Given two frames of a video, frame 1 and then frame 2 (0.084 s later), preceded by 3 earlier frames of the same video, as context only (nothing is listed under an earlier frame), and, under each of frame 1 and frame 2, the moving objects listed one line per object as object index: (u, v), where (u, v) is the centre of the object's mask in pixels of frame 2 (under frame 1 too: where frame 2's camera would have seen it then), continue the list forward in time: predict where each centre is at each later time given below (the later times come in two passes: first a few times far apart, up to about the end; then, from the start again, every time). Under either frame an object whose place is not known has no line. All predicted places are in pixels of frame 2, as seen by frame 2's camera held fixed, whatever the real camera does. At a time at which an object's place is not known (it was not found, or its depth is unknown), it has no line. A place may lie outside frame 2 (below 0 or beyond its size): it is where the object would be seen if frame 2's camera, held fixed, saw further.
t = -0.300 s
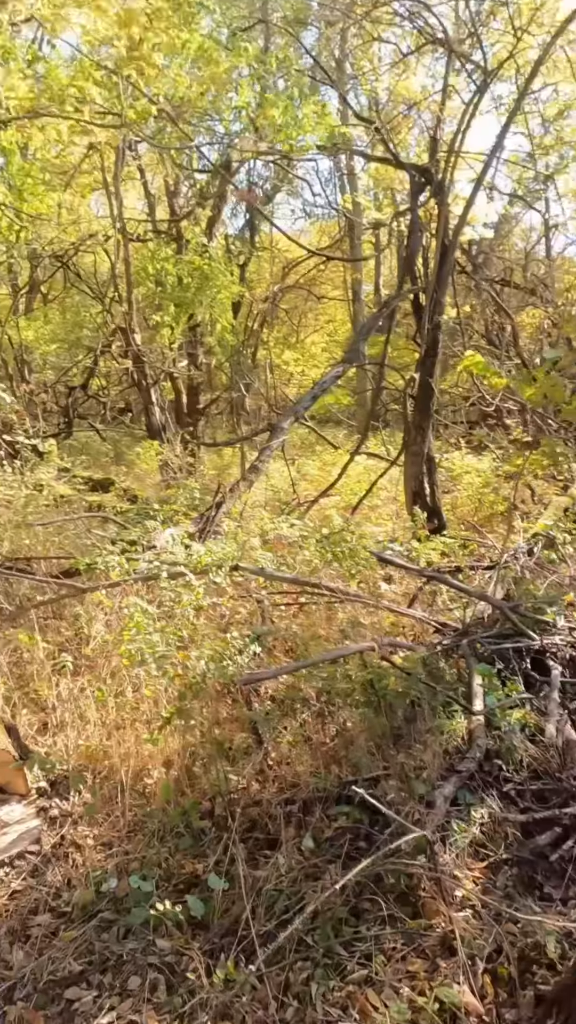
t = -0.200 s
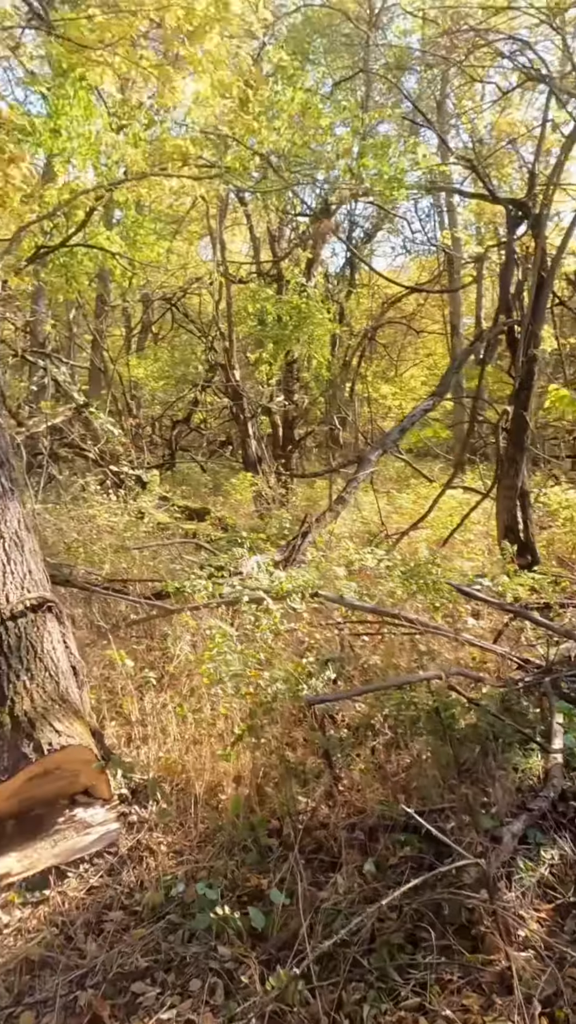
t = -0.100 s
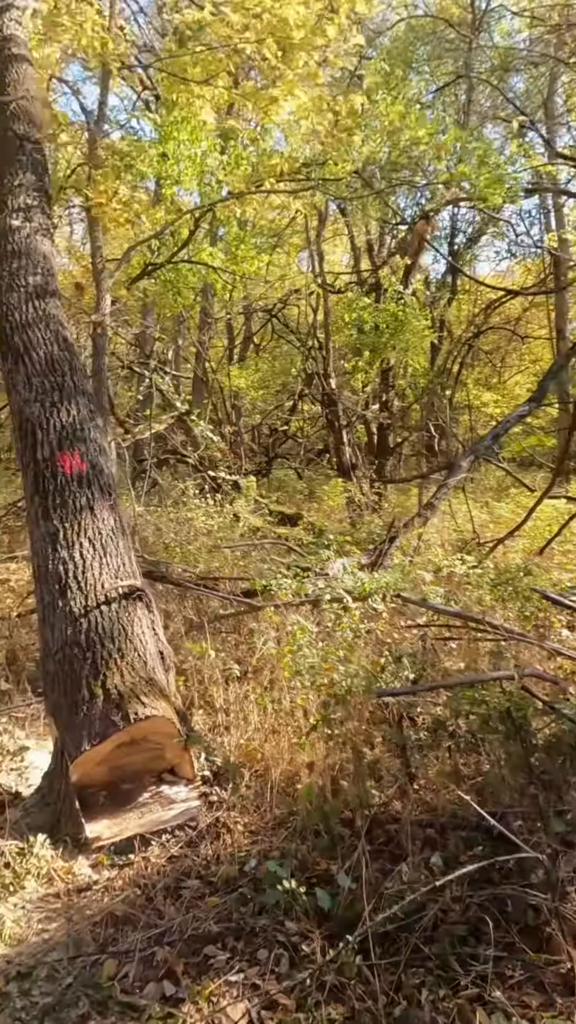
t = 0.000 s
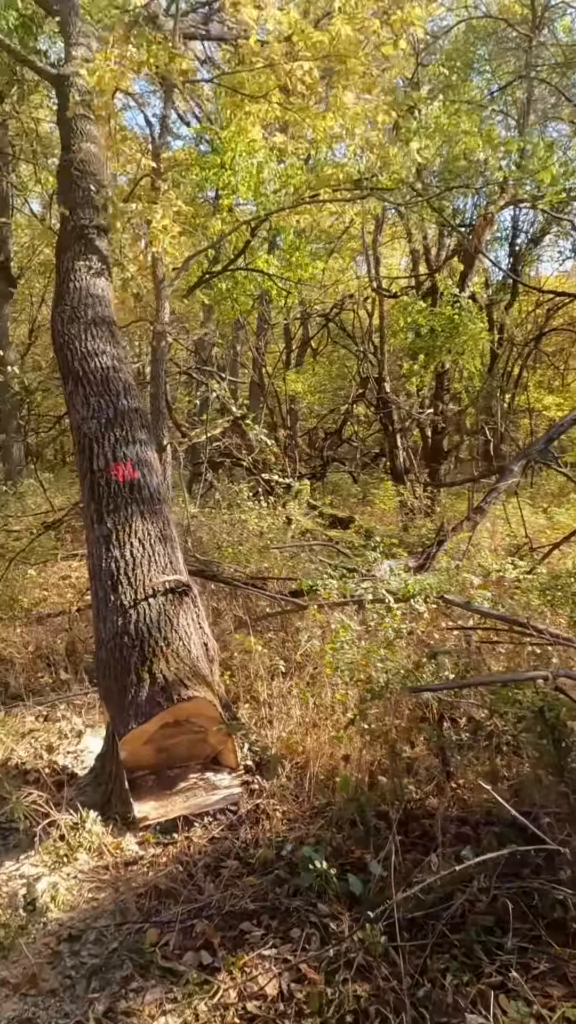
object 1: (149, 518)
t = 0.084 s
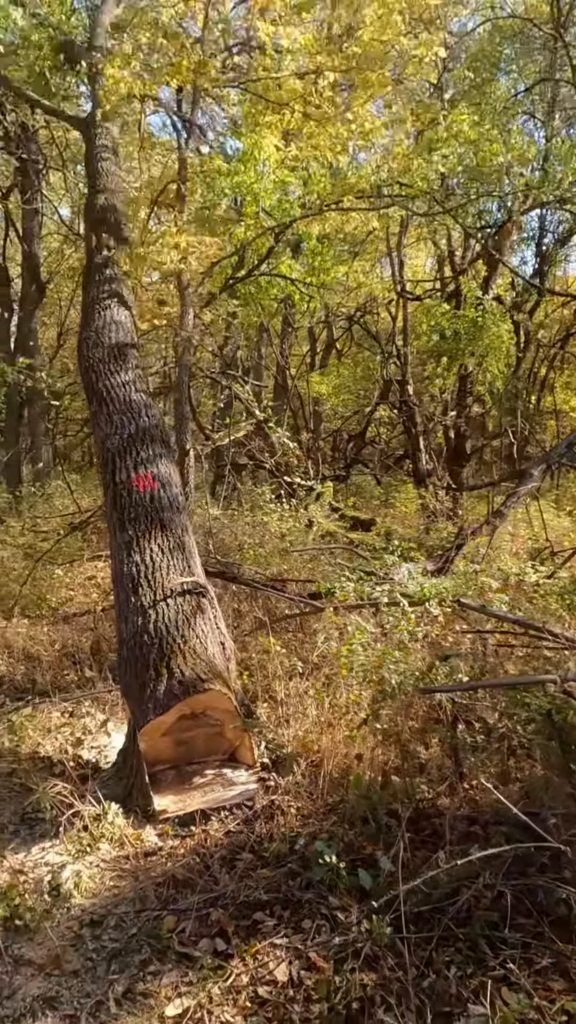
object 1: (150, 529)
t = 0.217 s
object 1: (149, 532)
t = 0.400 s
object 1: (152, 577)
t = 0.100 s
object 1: (149, 524)
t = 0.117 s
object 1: (149, 526)
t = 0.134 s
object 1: (150, 539)
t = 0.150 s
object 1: (149, 526)
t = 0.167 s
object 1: (149, 524)
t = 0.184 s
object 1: (148, 524)
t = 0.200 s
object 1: (148, 525)
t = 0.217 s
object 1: (149, 532)
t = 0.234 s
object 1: (149, 534)
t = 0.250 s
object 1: (149, 540)
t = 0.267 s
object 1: (149, 542)
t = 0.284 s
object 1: (150, 553)
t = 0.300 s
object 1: (149, 549)
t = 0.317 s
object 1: (150, 554)
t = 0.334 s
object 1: (151, 569)
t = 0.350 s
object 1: (150, 565)
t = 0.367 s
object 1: (153, 583)
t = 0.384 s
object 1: (152, 581)
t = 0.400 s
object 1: (152, 577)
